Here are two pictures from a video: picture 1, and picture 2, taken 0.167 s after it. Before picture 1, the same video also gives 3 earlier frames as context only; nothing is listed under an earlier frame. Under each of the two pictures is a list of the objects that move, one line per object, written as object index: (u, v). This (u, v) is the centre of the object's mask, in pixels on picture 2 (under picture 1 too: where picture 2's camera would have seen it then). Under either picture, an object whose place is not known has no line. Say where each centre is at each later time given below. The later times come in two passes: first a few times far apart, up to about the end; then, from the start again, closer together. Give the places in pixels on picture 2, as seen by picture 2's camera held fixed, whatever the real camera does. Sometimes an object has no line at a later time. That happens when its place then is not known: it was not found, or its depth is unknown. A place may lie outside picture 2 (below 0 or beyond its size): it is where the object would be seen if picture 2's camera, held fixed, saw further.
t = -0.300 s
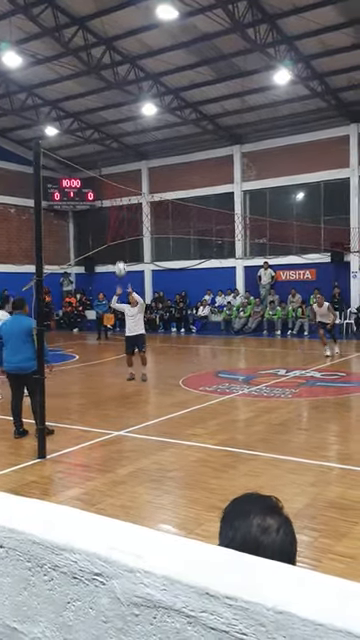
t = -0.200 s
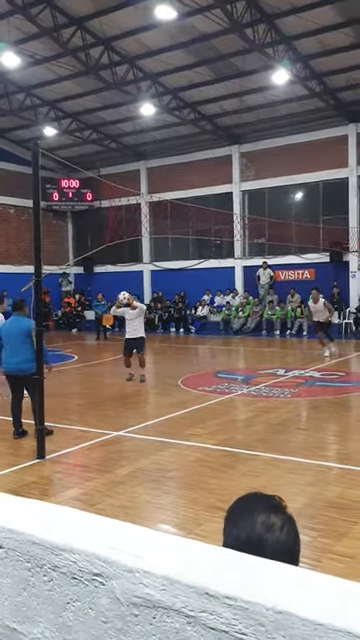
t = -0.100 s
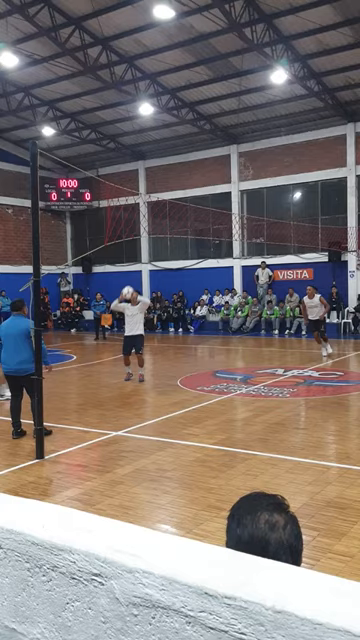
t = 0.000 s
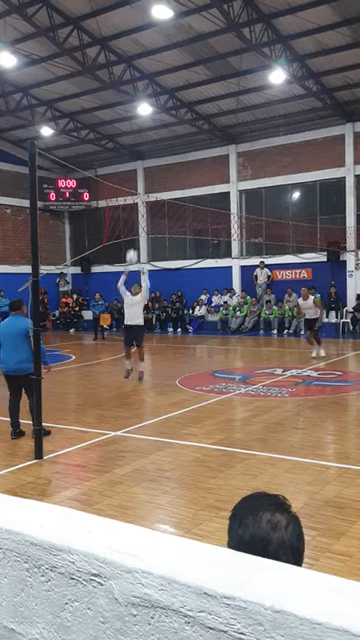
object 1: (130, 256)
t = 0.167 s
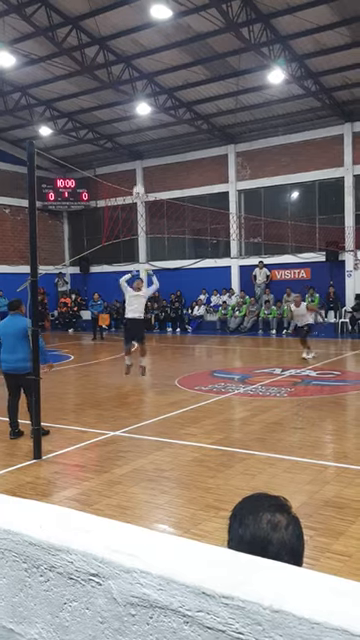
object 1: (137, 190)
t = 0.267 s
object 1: (144, 159)
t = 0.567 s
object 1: (161, 97)
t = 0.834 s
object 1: (180, 81)
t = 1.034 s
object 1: (194, 98)
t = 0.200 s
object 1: (140, 181)
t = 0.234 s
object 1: (142, 169)
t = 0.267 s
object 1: (144, 159)
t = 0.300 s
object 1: (145, 151)
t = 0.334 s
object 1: (147, 142)
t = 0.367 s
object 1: (149, 134)
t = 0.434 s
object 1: (153, 118)
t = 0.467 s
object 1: (157, 111)
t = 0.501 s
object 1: (157, 105)
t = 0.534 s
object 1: (159, 100)
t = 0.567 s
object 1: (161, 97)
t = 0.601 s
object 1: (164, 91)
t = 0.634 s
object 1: (166, 88)
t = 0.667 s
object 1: (168, 86)
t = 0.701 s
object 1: (170, 83)
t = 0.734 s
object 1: (172, 82)
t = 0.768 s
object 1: (175, 81)
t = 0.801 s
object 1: (177, 81)
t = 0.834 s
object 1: (180, 81)
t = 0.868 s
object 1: (182, 82)
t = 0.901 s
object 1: (184, 84)
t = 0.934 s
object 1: (187, 86)
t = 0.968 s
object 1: (190, 90)
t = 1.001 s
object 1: (192, 94)
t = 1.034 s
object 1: (194, 98)
